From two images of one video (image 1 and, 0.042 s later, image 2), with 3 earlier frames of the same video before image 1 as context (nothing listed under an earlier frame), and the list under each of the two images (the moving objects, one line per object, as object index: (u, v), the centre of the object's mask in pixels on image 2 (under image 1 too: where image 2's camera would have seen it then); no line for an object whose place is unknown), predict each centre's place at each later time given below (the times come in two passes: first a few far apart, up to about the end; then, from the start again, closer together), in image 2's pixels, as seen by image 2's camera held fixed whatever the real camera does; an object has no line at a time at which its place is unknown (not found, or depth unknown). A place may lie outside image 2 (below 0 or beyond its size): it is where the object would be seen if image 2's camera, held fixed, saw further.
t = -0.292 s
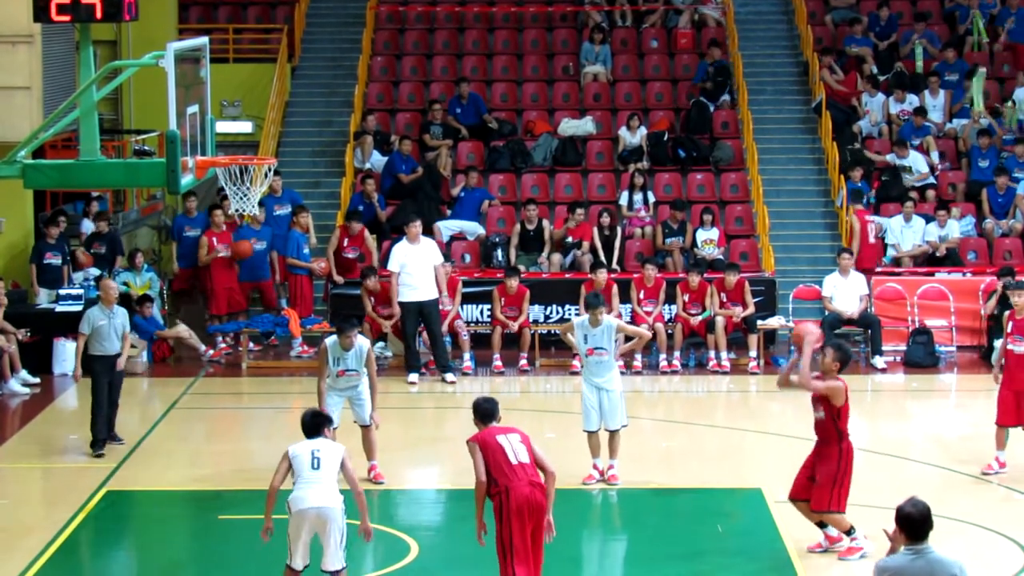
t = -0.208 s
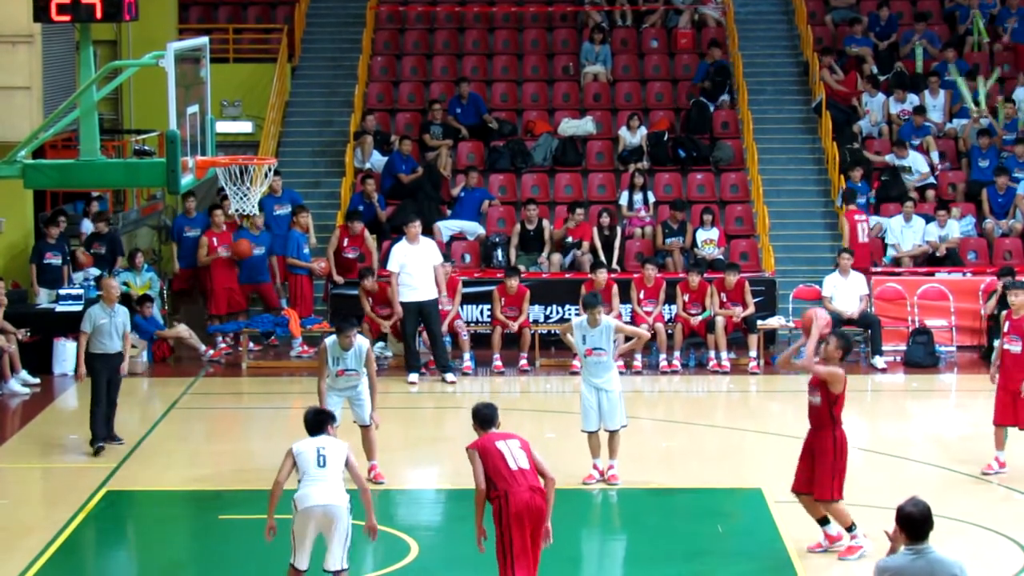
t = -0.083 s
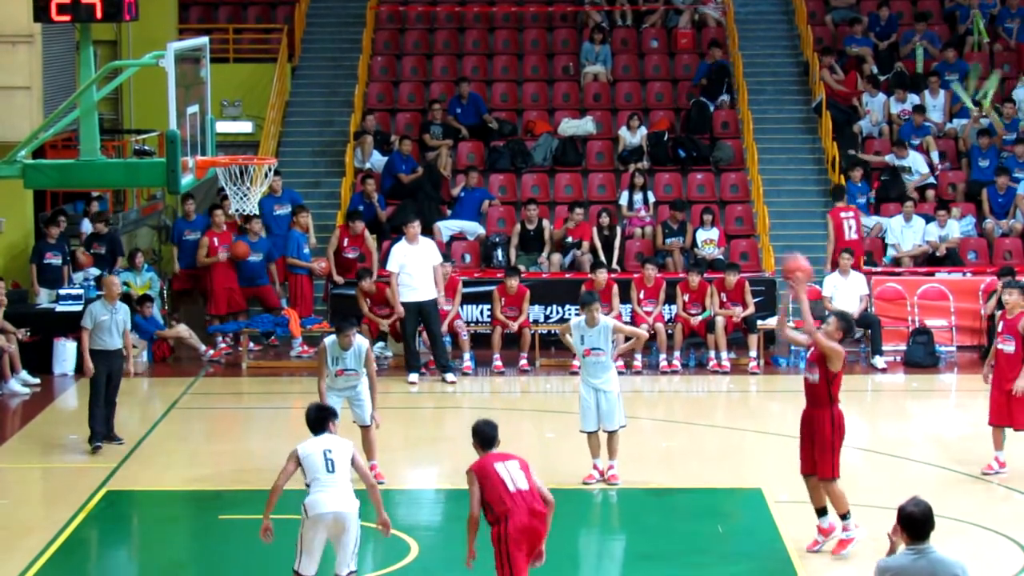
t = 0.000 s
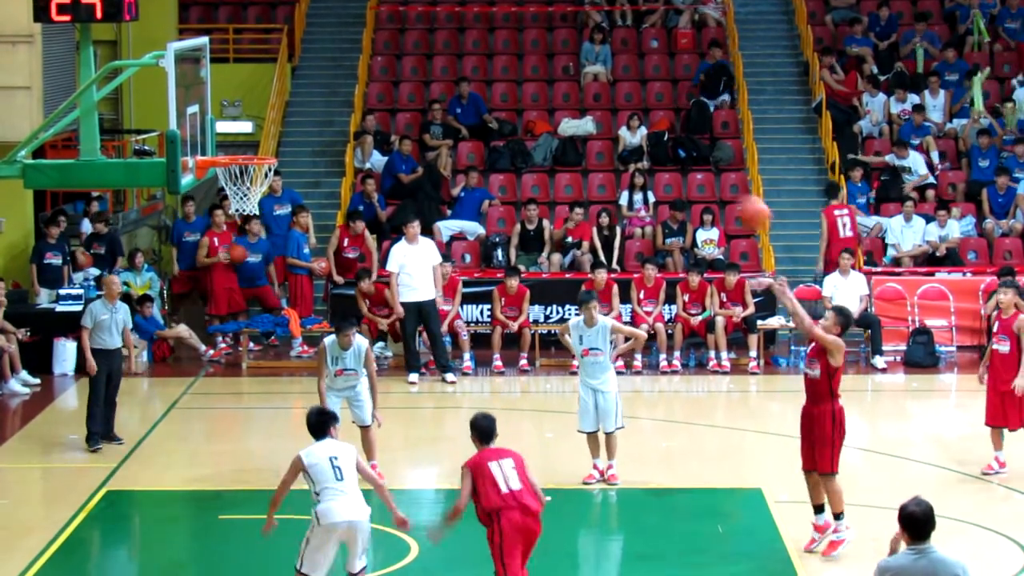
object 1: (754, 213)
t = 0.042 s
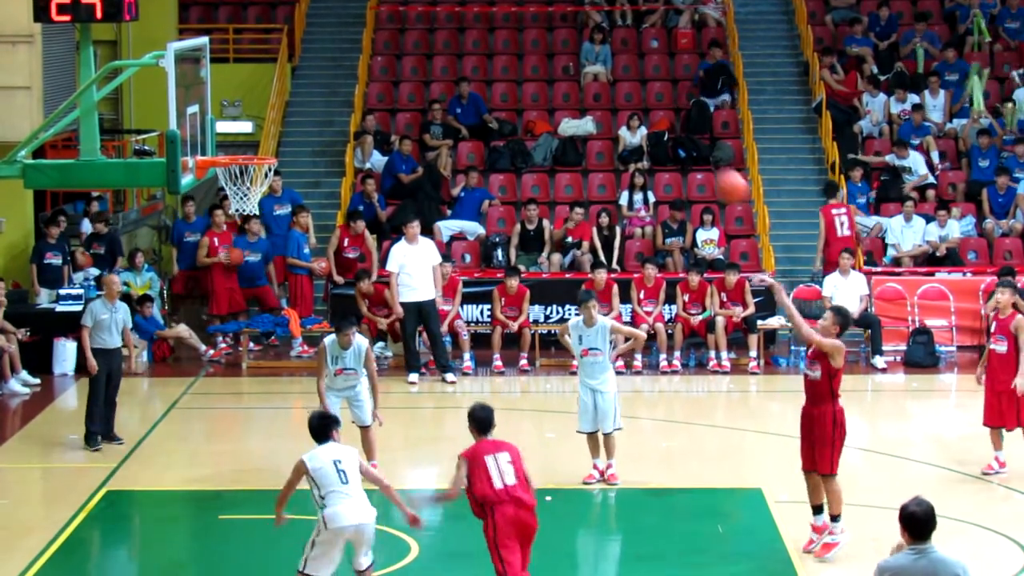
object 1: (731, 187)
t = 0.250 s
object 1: (618, 88)
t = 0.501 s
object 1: (482, 37)
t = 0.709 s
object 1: (371, 55)
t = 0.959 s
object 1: (240, 148)
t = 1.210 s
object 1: (278, 203)
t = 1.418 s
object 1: (296, 249)
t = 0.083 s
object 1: (708, 161)
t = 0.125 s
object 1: (686, 142)
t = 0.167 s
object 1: (663, 121)
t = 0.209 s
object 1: (641, 102)
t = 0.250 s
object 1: (618, 88)
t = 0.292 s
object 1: (595, 74)
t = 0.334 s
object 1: (571, 62)
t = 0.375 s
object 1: (550, 53)
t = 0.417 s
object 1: (528, 46)
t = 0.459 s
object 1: (505, 39)
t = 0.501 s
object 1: (482, 37)
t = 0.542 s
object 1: (460, 36)
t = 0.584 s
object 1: (438, 38)
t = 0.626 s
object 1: (415, 41)
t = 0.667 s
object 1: (393, 47)
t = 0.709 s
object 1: (371, 55)
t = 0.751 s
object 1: (349, 65)
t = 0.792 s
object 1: (326, 77)
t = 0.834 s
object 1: (306, 92)
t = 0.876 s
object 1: (284, 109)
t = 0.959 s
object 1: (240, 148)
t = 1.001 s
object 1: (238, 170)
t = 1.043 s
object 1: (257, 189)
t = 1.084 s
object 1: (266, 197)
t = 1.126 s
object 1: (270, 199)
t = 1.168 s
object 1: (273, 200)
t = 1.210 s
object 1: (278, 203)
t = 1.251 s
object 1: (281, 207)
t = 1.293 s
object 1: (285, 214)
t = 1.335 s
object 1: (288, 223)
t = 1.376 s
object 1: (292, 235)
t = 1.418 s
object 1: (296, 249)
